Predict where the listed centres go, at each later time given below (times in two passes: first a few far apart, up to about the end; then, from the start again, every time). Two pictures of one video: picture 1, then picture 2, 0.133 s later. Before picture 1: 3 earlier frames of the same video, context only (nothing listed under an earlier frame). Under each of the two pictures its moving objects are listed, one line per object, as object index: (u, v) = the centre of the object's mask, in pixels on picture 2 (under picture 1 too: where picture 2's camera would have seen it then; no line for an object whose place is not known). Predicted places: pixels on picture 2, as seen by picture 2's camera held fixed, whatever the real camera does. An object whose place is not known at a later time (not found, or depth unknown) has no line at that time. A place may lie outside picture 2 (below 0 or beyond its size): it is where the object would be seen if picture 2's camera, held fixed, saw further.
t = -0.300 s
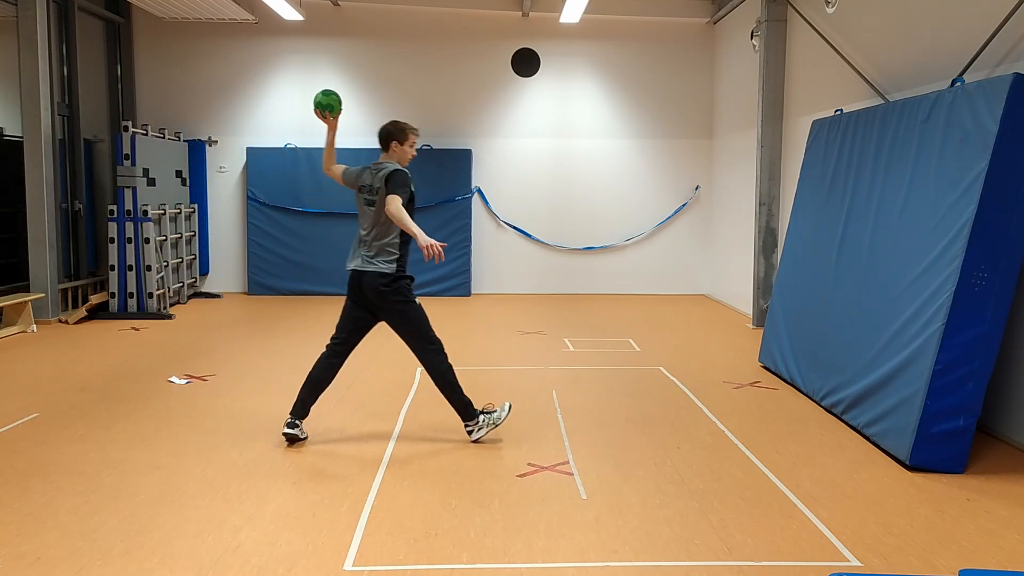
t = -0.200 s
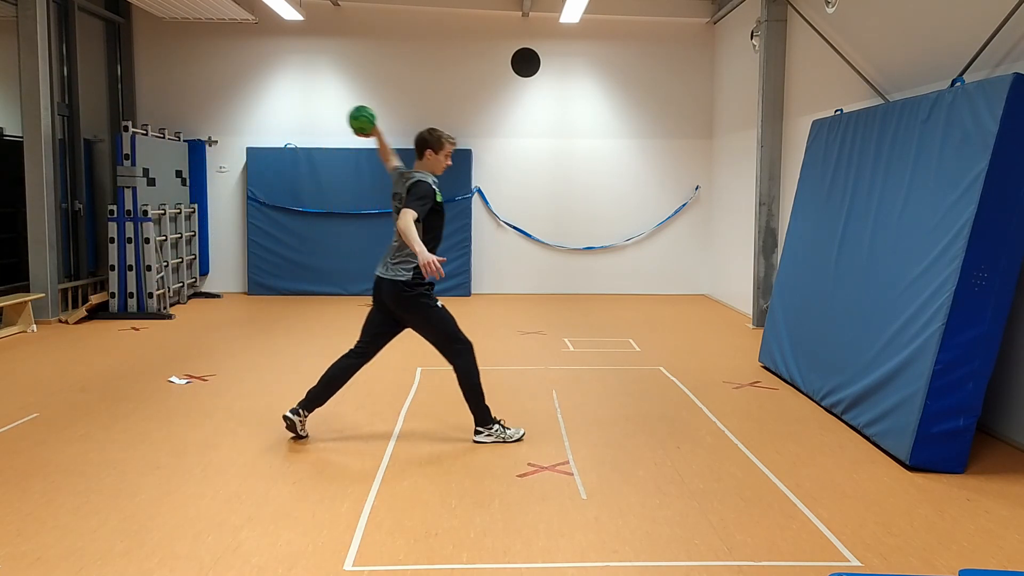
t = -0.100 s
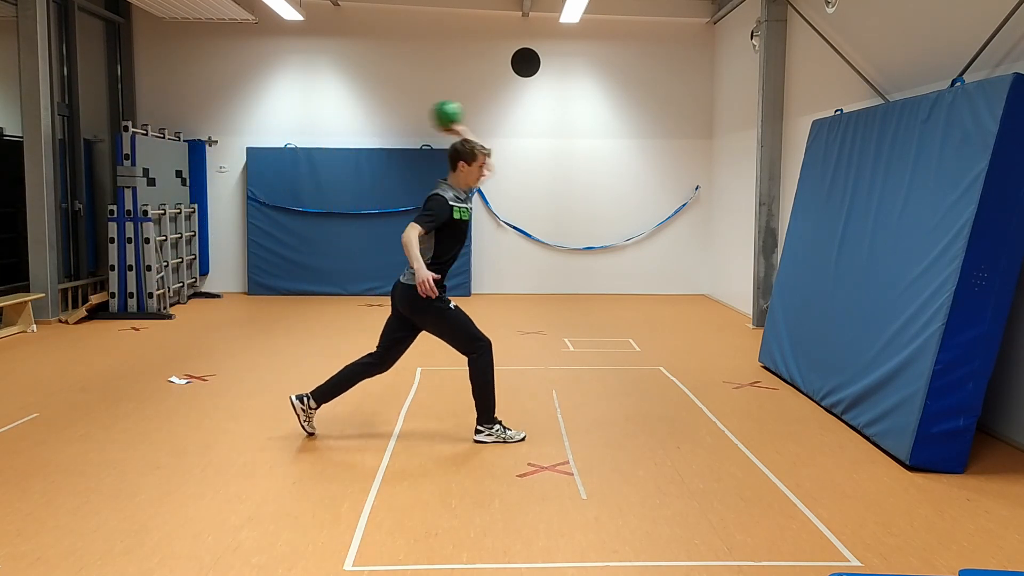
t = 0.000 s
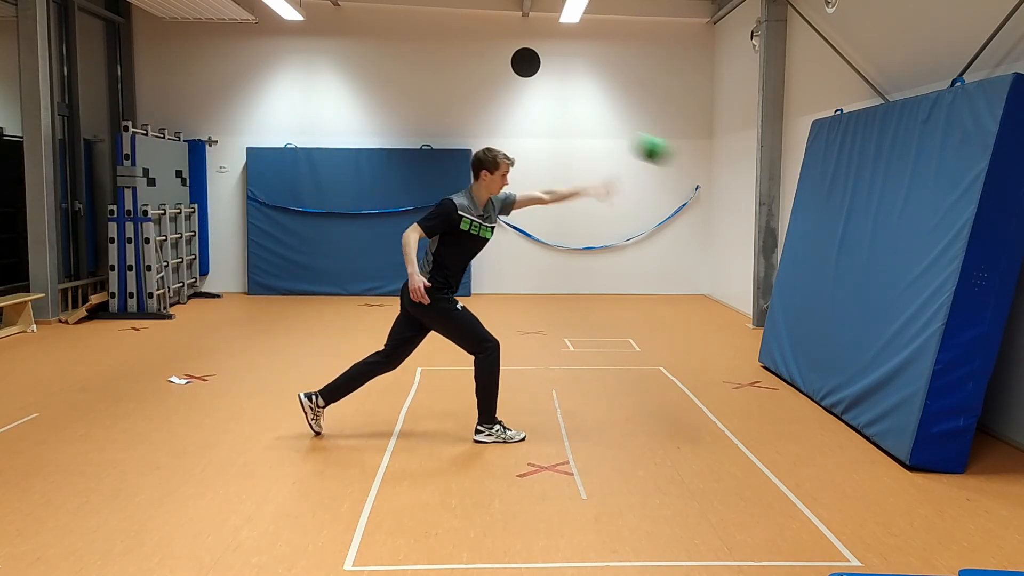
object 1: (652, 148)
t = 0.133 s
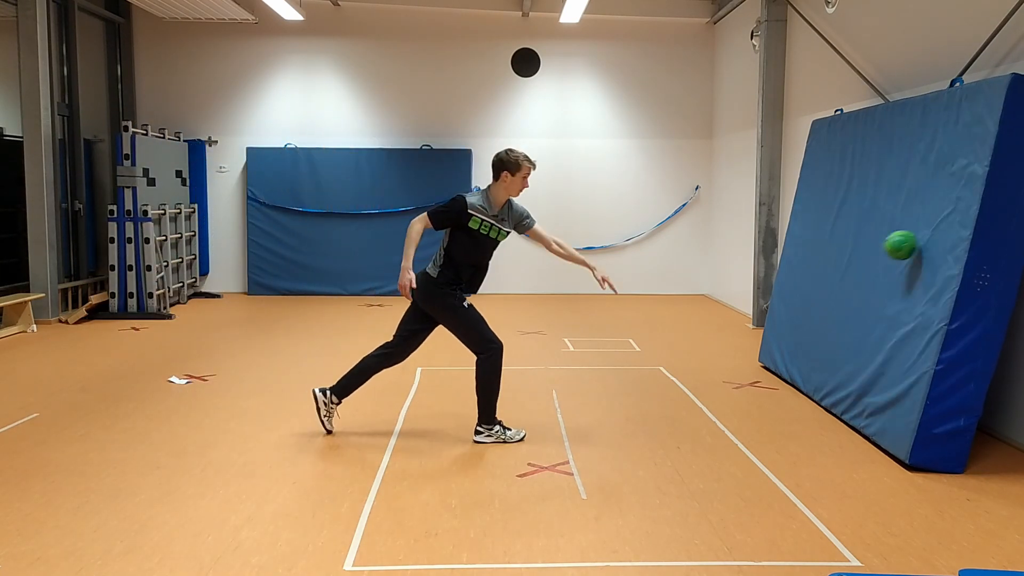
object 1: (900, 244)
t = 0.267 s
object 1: (813, 281)
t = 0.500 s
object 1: (659, 418)
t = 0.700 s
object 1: (570, 361)
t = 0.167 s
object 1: (878, 251)
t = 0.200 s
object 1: (856, 259)
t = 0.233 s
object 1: (835, 268)
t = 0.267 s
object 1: (813, 281)
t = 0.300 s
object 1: (791, 294)
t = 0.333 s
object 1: (770, 309)
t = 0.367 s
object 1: (748, 327)
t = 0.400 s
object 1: (725, 346)
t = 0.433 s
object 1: (703, 368)
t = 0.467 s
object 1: (680, 392)
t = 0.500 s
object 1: (659, 418)
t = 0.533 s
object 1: (639, 436)
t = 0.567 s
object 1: (625, 418)
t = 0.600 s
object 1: (612, 401)
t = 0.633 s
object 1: (598, 386)
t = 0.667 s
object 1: (584, 372)
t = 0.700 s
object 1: (570, 361)
